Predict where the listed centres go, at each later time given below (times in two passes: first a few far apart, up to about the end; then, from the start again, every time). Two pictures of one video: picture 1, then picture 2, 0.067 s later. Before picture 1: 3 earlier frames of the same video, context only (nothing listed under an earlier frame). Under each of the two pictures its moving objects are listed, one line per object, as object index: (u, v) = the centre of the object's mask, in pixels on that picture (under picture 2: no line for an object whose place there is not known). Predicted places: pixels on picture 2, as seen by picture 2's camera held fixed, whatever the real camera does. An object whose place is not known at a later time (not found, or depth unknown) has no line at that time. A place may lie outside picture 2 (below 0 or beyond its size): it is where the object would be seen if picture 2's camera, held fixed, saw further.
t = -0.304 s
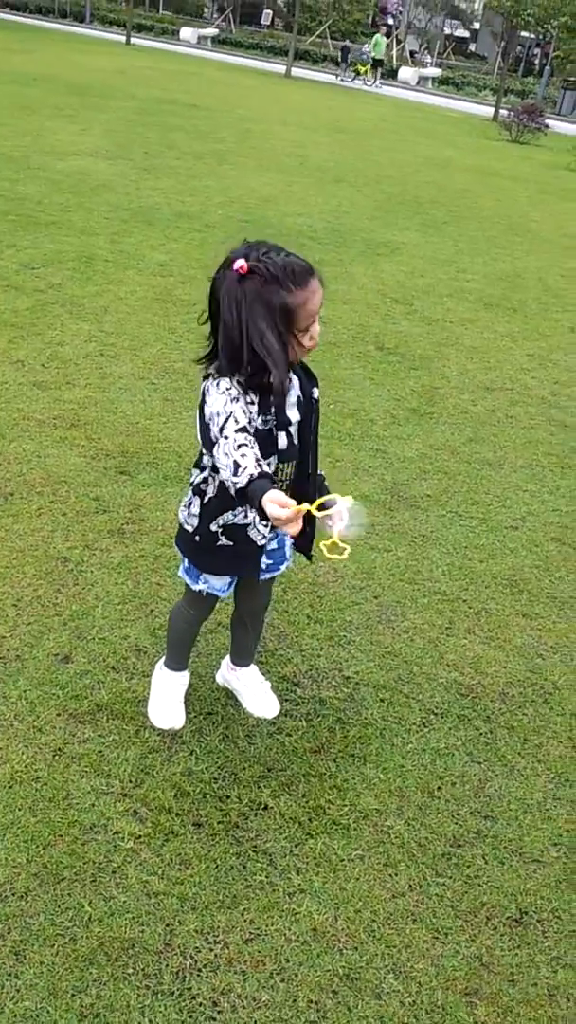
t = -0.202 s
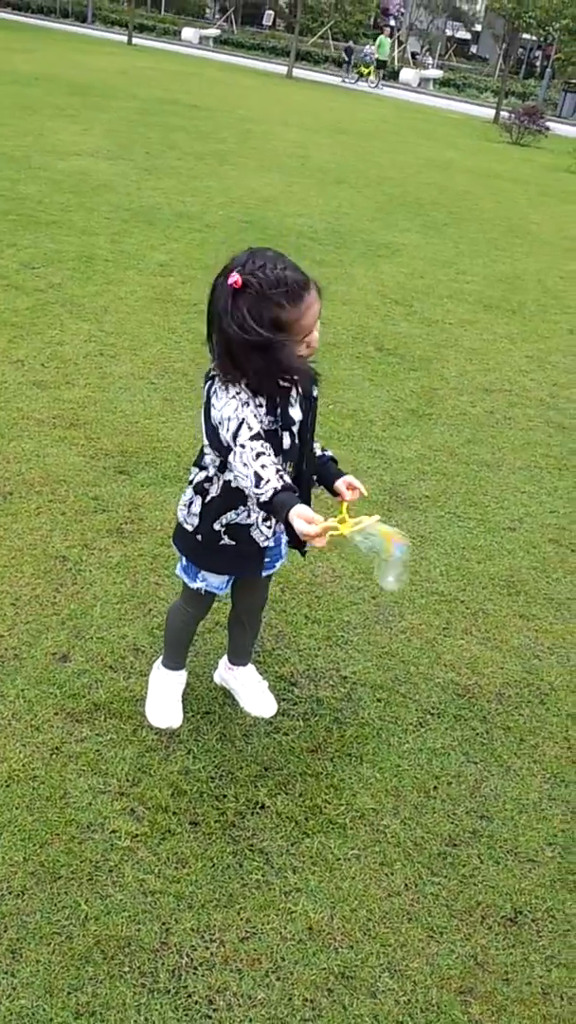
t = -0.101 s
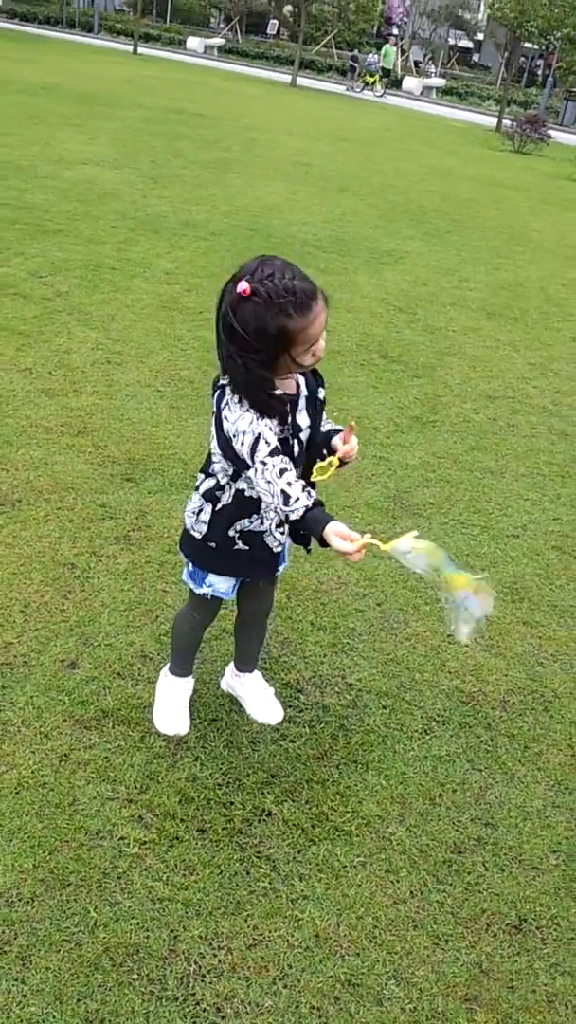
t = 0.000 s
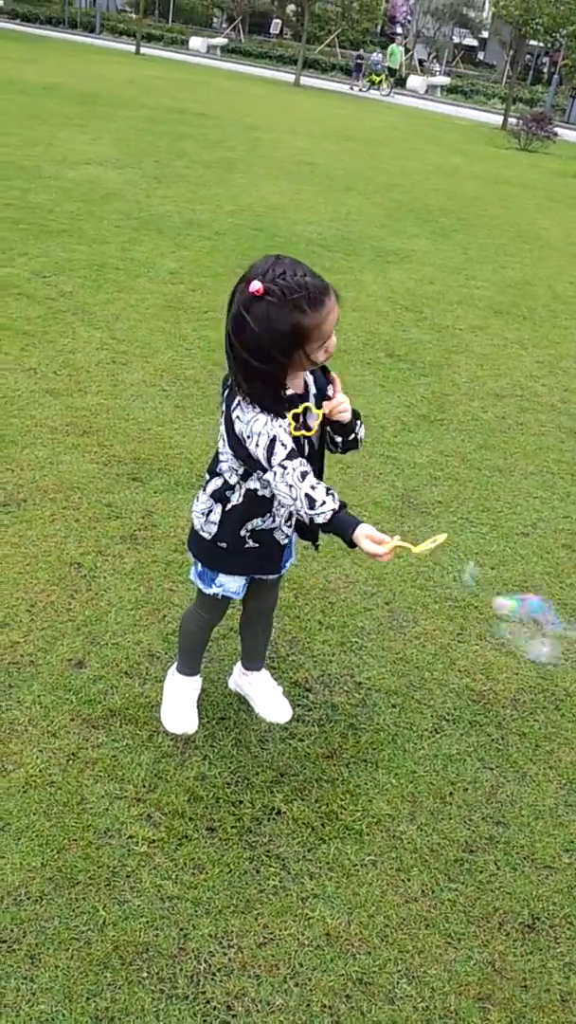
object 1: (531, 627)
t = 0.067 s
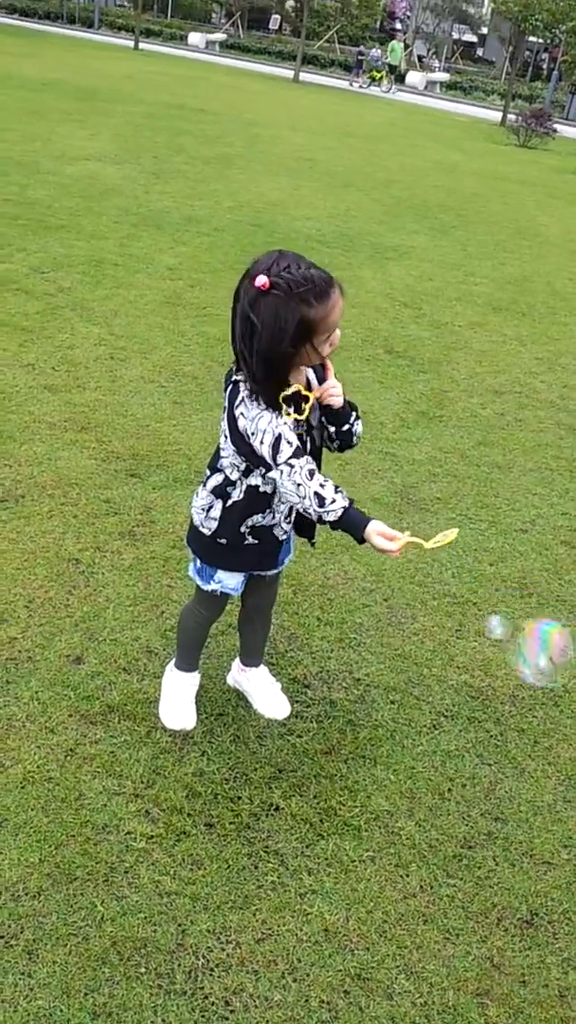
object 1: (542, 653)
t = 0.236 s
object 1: (524, 735)
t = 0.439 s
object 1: (568, 850)
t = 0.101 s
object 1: (534, 666)
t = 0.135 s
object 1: (526, 688)
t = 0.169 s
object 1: (525, 706)
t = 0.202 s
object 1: (517, 722)
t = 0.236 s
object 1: (524, 735)
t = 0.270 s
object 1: (525, 746)
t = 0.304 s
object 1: (533, 761)
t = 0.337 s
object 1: (537, 784)
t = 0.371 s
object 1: (545, 807)
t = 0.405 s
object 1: (555, 828)
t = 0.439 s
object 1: (568, 850)
